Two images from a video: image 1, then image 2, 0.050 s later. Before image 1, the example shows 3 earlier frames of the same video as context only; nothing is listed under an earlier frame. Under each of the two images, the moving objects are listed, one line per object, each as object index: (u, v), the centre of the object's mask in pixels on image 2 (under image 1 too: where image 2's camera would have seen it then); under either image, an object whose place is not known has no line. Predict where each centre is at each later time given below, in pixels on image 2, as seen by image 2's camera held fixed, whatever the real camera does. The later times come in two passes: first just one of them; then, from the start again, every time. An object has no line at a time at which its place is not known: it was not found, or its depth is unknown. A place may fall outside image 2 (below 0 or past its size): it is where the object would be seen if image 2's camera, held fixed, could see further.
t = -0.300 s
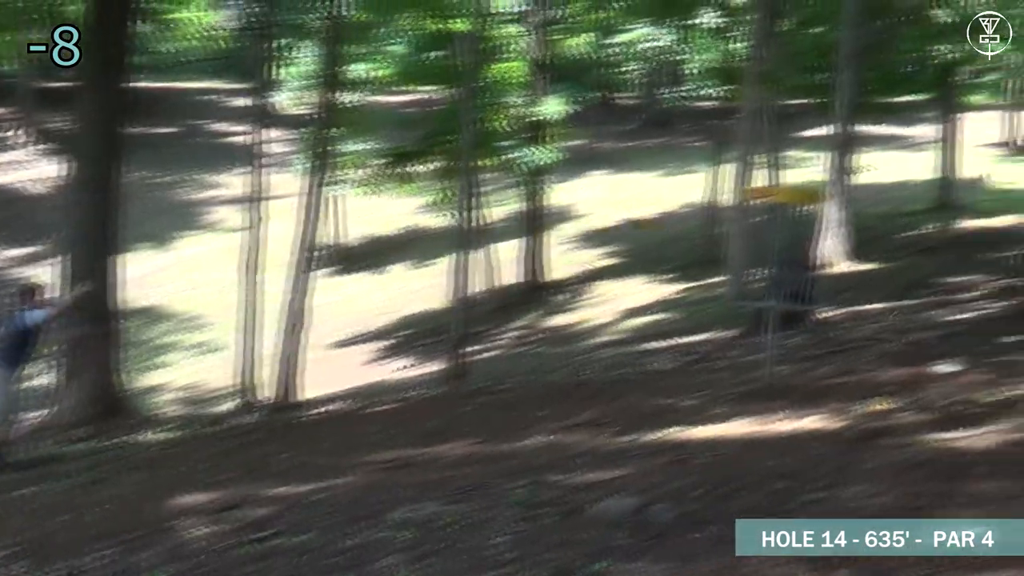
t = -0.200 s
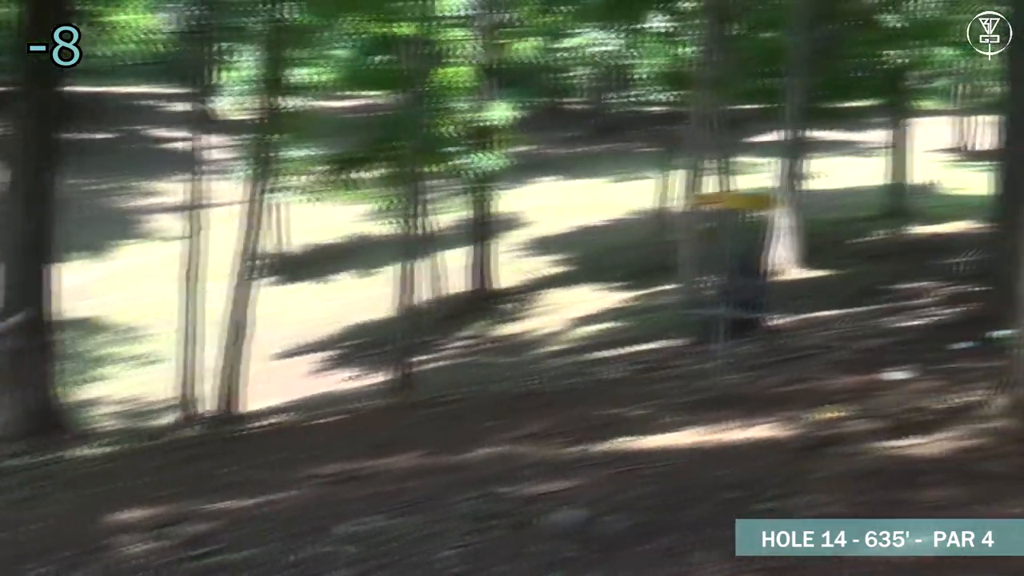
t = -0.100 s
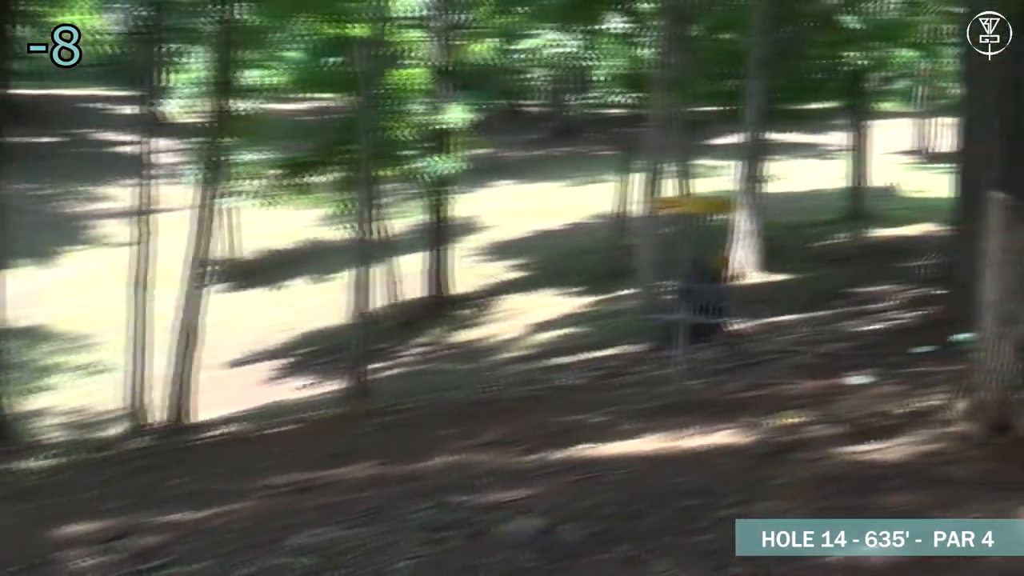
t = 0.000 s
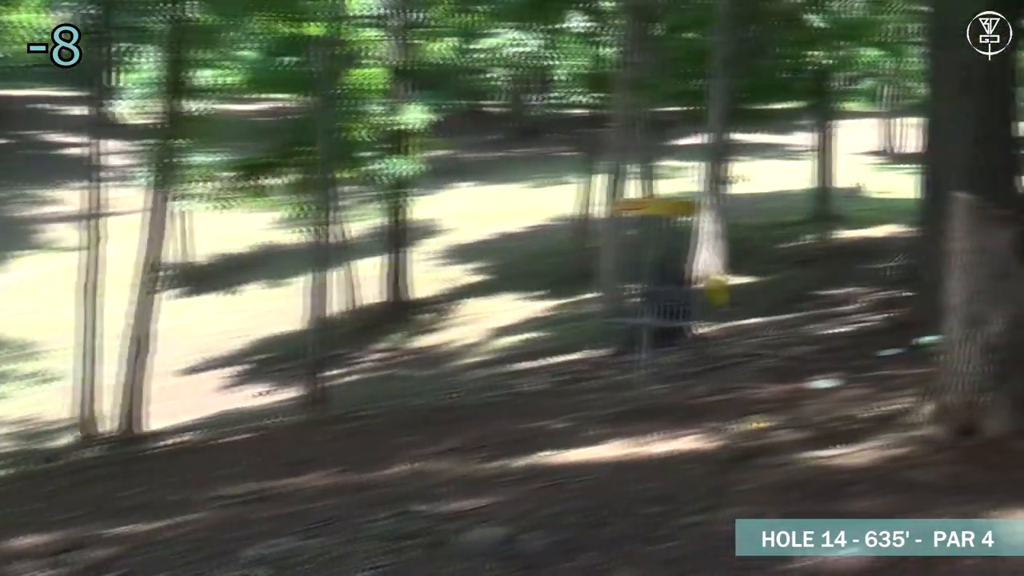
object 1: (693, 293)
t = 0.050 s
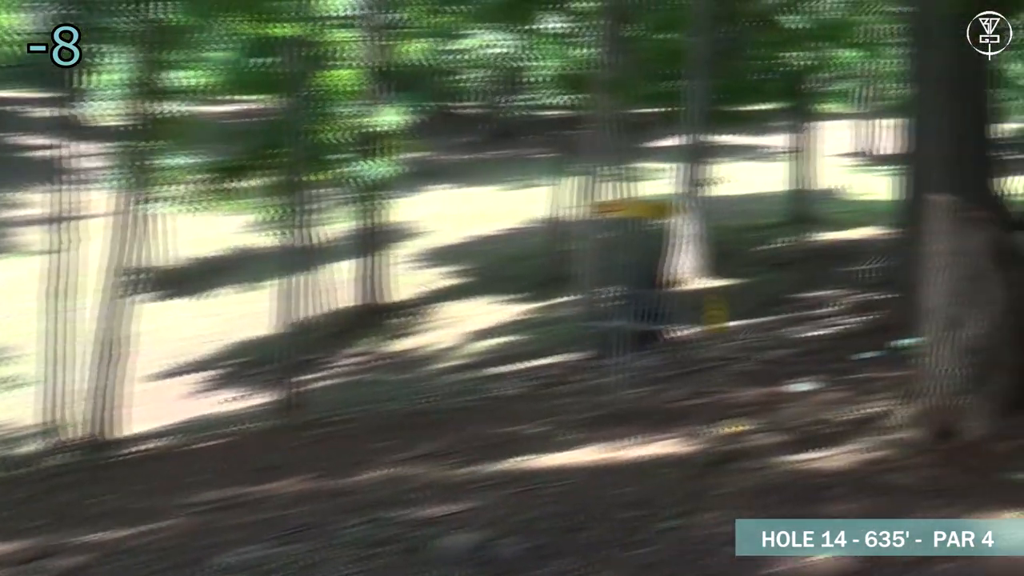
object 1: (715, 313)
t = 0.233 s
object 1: (765, 385)
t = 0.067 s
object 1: (719, 320)
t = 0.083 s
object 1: (728, 332)
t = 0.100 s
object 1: (733, 342)
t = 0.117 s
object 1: (741, 349)
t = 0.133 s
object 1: (745, 356)
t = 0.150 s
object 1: (752, 365)
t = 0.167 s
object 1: (756, 378)
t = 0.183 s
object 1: (760, 380)
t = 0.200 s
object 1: (764, 388)
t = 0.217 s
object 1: (763, 386)
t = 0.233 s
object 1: (765, 385)
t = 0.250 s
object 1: (767, 384)
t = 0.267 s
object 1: (768, 383)
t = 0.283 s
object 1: (770, 382)
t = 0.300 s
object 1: (770, 381)
